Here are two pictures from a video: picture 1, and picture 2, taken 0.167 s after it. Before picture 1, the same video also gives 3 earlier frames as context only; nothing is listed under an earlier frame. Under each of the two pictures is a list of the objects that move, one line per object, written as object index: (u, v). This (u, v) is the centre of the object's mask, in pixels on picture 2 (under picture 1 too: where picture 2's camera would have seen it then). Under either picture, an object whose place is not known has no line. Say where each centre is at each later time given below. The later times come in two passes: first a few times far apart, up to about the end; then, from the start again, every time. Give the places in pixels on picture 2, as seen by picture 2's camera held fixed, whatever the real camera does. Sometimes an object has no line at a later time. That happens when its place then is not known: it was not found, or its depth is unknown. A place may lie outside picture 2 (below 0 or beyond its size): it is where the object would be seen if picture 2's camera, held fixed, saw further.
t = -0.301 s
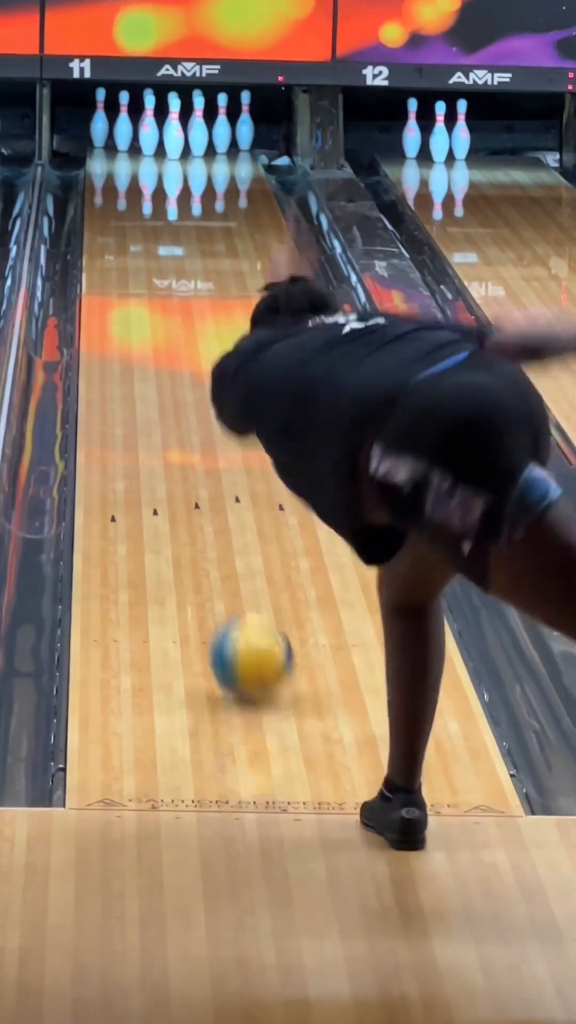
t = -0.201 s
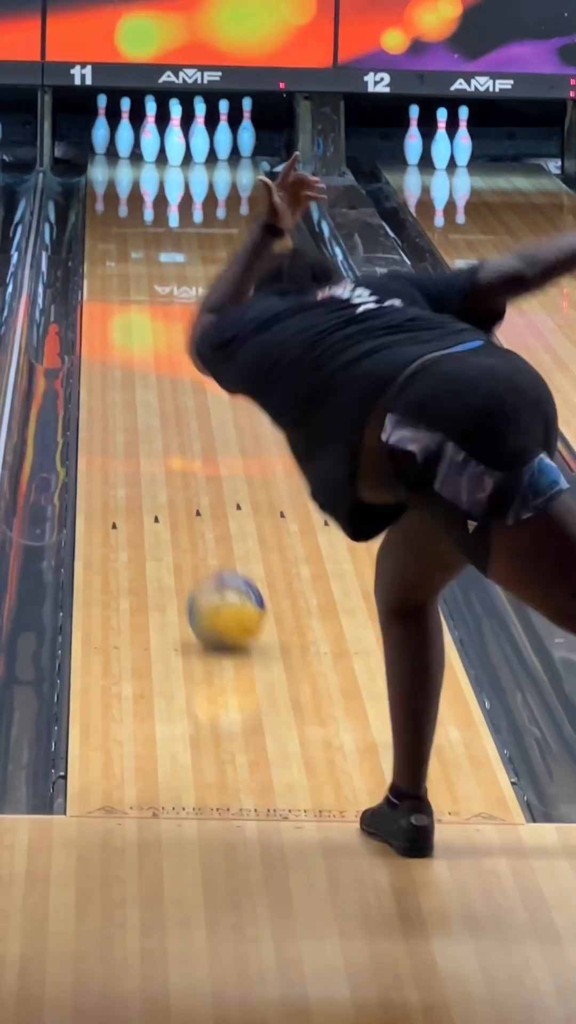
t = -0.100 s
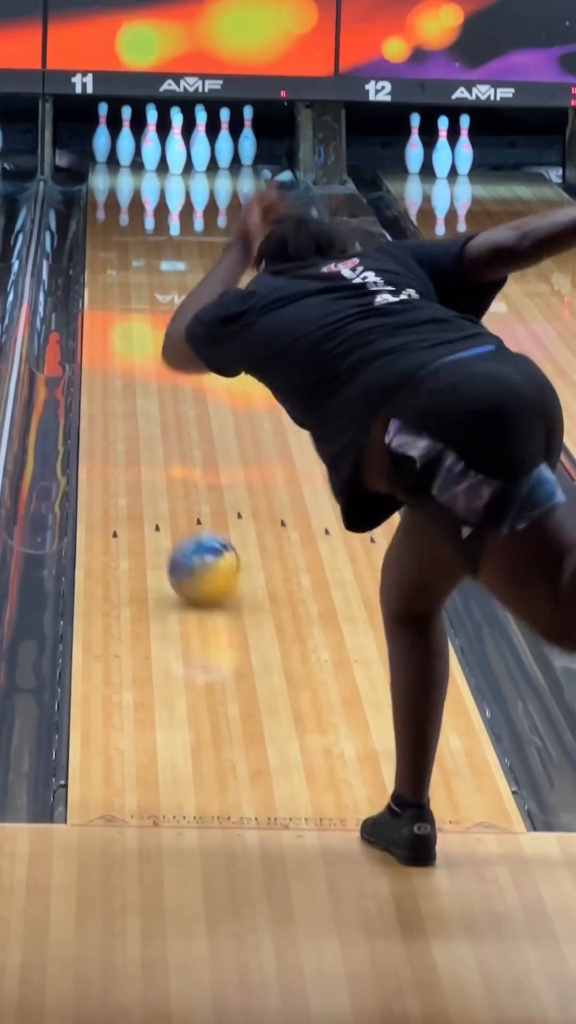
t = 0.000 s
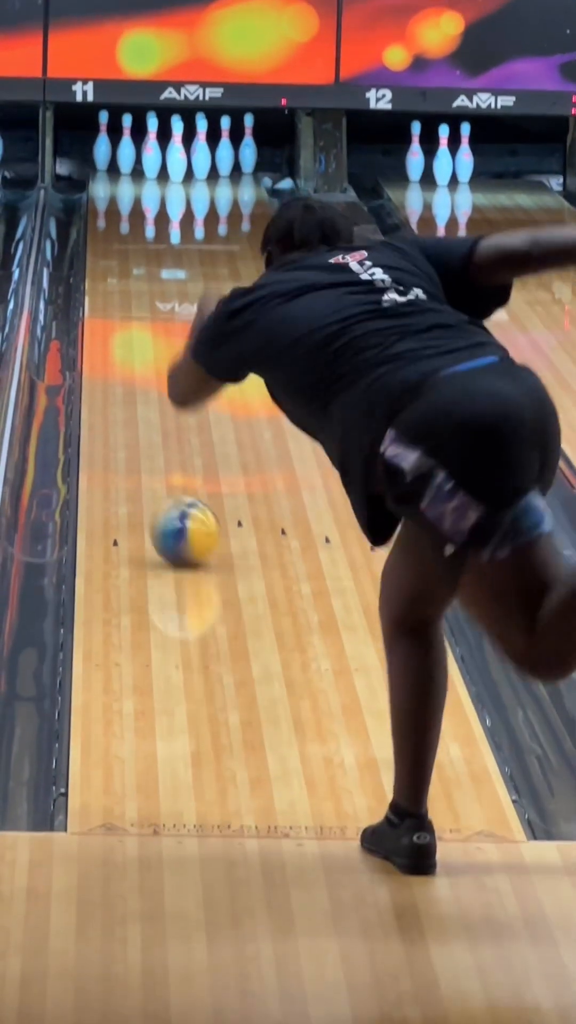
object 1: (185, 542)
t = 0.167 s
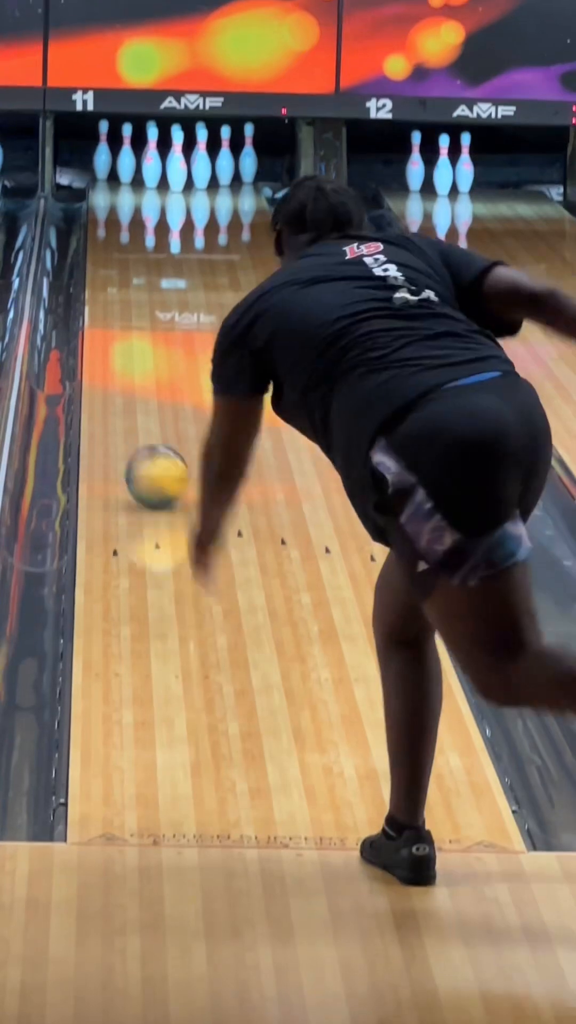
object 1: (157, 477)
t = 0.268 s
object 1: (143, 444)
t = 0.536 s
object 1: (116, 367)
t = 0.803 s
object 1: (100, 307)
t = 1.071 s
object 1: (95, 260)
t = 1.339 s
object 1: (103, 224)
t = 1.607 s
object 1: (130, 194)
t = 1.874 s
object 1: (155, 172)
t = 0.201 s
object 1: (152, 466)
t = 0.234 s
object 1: (148, 455)
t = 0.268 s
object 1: (143, 444)
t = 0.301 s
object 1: (139, 434)
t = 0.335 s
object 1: (135, 423)
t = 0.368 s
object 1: (132, 413)
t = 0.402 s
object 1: (128, 403)
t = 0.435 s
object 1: (124, 394)
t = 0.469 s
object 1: (122, 384)
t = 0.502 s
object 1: (119, 376)
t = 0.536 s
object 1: (116, 367)
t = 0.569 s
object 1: (113, 360)
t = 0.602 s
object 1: (111, 351)
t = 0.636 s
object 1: (108, 344)
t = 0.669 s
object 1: (107, 336)
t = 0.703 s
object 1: (105, 329)
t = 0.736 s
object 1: (103, 322)
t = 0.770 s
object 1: (102, 315)
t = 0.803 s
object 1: (100, 307)
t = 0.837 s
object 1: (97, 302)
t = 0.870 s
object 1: (97, 295)
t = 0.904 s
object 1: (98, 288)
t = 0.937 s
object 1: (95, 282)
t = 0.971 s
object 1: (95, 278)
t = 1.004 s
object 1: (94, 271)
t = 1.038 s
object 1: (95, 265)
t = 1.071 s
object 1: (95, 260)
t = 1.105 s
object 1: (95, 255)
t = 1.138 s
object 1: (96, 250)
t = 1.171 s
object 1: (96, 245)
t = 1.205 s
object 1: (96, 241)
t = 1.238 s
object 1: (97, 237)
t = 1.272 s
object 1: (101, 231)
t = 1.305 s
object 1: (102, 228)
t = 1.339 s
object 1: (103, 224)
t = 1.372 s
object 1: (106, 220)
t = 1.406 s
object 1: (109, 215)
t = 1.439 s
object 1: (111, 212)
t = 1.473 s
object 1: (114, 208)
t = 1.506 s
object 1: (118, 204)
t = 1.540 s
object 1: (121, 202)
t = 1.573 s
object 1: (125, 198)
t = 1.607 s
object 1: (130, 194)
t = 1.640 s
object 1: (134, 192)
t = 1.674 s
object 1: (139, 188)
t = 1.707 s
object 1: (143, 186)
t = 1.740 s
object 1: (149, 183)
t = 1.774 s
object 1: (153, 180)
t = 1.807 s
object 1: (157, 176)
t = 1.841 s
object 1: (156, 174)
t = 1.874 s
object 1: (155, 172)
